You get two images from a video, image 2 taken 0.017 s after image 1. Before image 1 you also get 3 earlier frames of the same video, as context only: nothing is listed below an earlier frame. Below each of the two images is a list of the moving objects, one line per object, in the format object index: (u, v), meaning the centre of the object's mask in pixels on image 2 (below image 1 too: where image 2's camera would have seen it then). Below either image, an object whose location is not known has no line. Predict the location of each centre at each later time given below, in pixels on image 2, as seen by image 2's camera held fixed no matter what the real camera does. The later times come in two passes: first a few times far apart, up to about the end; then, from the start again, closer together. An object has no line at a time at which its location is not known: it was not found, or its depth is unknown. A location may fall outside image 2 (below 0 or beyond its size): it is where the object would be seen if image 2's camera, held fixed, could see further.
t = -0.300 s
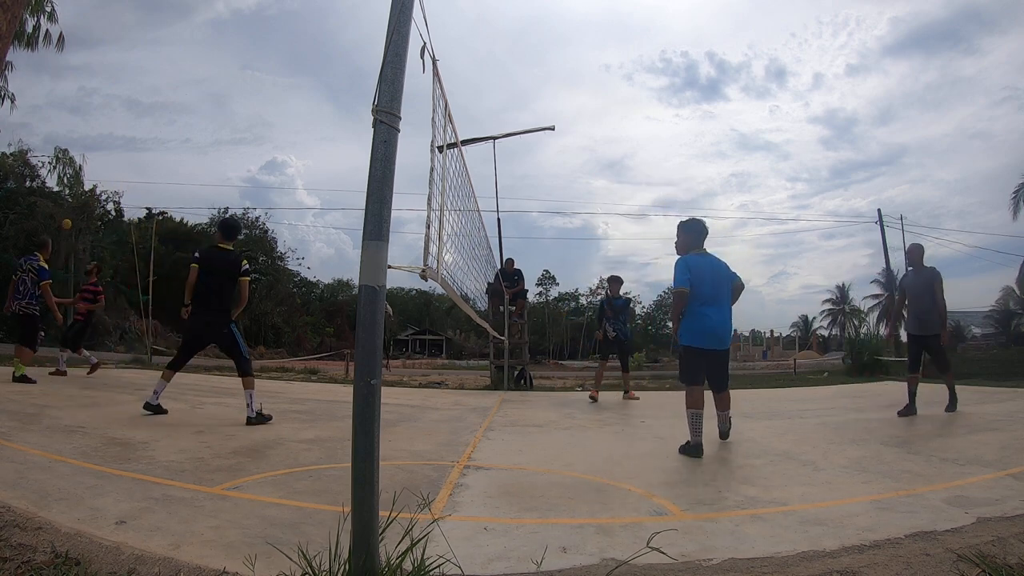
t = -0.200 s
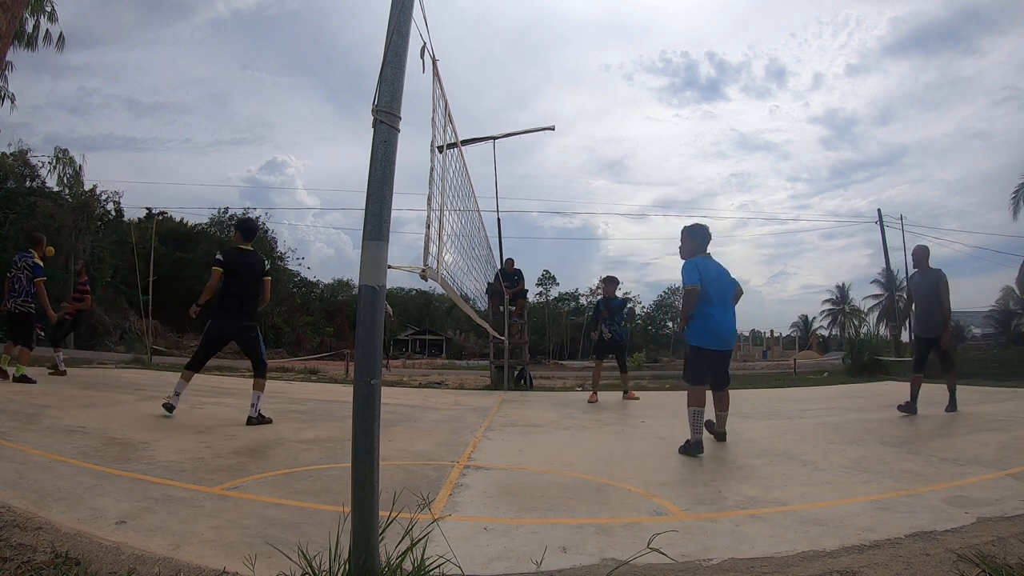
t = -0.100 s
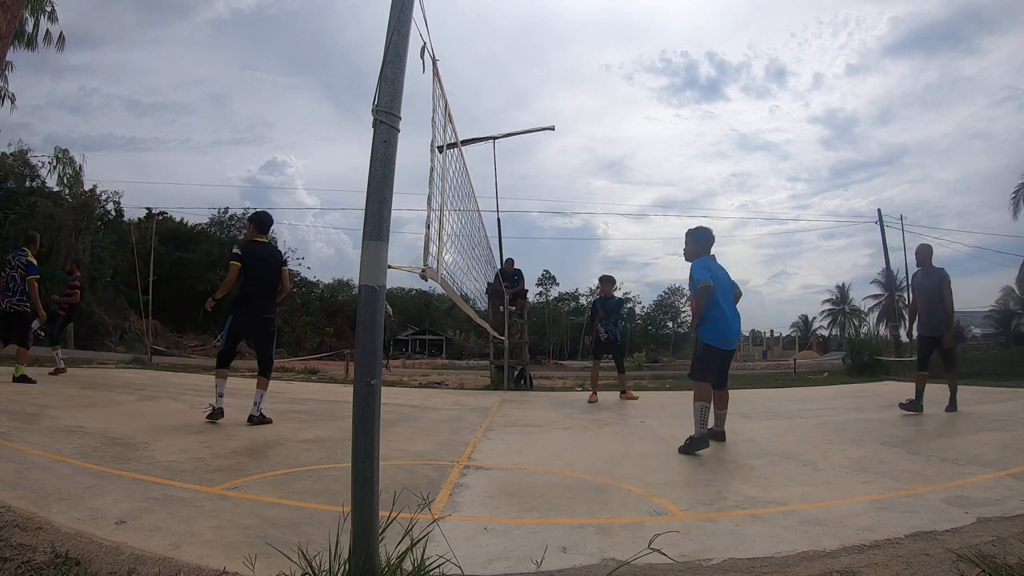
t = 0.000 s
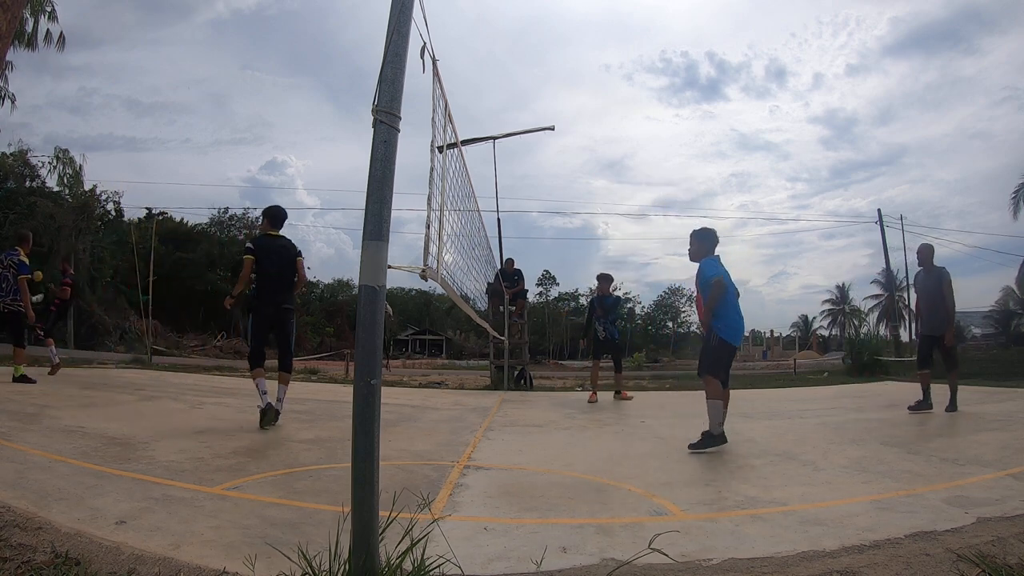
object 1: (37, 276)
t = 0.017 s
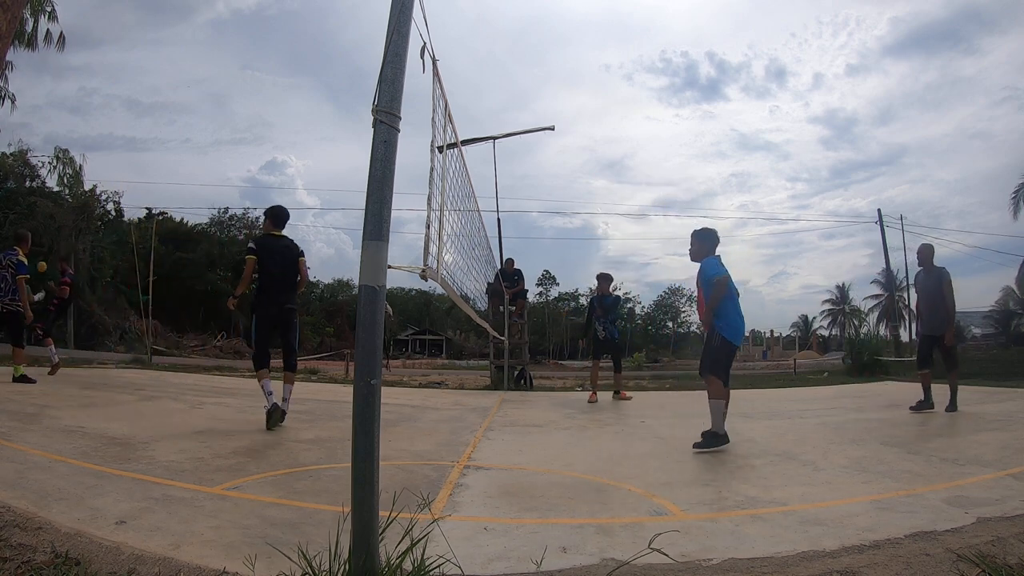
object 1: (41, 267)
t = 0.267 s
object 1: (111, 148)
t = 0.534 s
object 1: (191, 73)
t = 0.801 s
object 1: (271, 51)
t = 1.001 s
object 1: (333, 74)
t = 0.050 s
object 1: (50, 249)
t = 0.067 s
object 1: (54, 240)
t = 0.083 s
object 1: (59, 231)
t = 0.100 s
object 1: (64, 222)
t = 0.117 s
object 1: (69, 214)
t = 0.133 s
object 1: (73, 206)
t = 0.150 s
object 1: (78, 198)
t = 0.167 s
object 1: (82, 191)
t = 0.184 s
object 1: (87, 184)
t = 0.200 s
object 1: (92, 176)
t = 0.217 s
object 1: (97, 169)
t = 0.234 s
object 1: (102, 162)
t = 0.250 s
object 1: (106, 155)
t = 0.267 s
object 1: (111, 148)
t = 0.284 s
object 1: (116, 142)
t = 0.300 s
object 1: (121, 136)
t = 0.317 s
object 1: (126, 130)
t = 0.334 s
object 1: (131, 124)
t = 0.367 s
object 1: (141, 114)
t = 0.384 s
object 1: (146, 109)
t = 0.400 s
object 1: (151, 104)
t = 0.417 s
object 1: (156, 100)
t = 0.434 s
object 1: (161, 95)
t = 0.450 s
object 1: (166, 91)
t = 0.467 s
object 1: (171, 87)
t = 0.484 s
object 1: (176, 83)
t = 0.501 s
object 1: (182, 80)
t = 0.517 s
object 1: (187, 76)
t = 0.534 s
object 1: (191, 73)
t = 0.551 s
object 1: (197, 70)
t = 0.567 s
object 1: (202, 68)
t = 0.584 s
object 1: (207, 65)
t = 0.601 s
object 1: (211, 63)
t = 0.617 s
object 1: (217, 60)
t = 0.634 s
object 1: (222, 59)
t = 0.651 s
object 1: (227, 57)
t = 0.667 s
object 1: (232, 56)
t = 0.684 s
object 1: (237, 54)
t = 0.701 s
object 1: (242, 53)
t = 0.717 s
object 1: (247, 52)
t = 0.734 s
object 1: (251, 51)
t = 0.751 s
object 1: (256, 51)
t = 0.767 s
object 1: (261, 51)
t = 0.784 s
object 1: (266, 51)
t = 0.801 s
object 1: (271, 51)
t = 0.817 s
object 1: (276, 52)
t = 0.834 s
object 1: (282, 53)
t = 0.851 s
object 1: (287, 54)
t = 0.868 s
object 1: (291, 55)
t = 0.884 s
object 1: (297, 56)
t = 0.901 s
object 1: (302, 58)
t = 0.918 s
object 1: (307, 60)
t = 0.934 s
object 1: (312, 63)
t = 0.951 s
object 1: (317, 65)
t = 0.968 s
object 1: (322, 68)
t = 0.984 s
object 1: (328, 71)
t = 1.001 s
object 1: (333, 74)
